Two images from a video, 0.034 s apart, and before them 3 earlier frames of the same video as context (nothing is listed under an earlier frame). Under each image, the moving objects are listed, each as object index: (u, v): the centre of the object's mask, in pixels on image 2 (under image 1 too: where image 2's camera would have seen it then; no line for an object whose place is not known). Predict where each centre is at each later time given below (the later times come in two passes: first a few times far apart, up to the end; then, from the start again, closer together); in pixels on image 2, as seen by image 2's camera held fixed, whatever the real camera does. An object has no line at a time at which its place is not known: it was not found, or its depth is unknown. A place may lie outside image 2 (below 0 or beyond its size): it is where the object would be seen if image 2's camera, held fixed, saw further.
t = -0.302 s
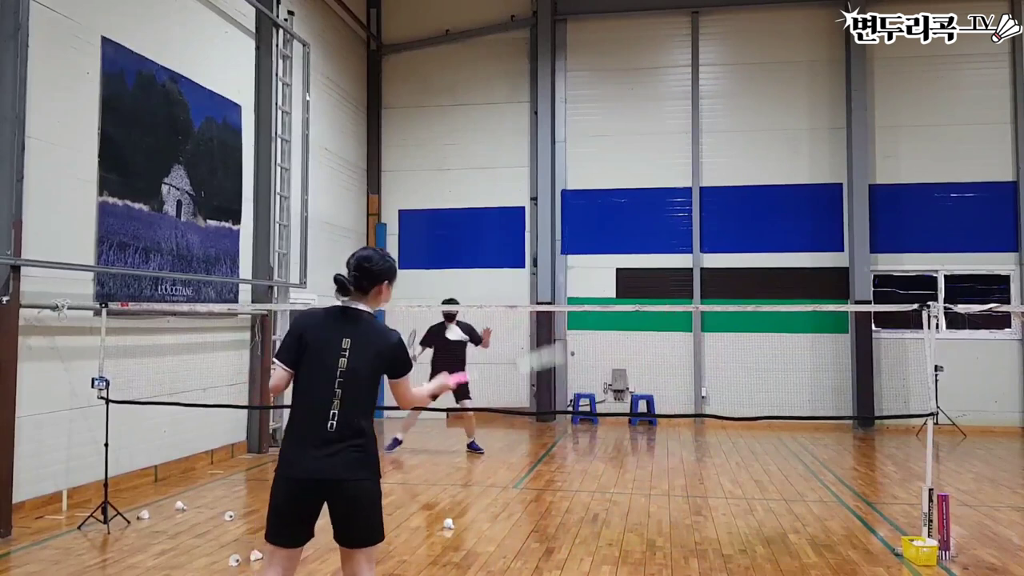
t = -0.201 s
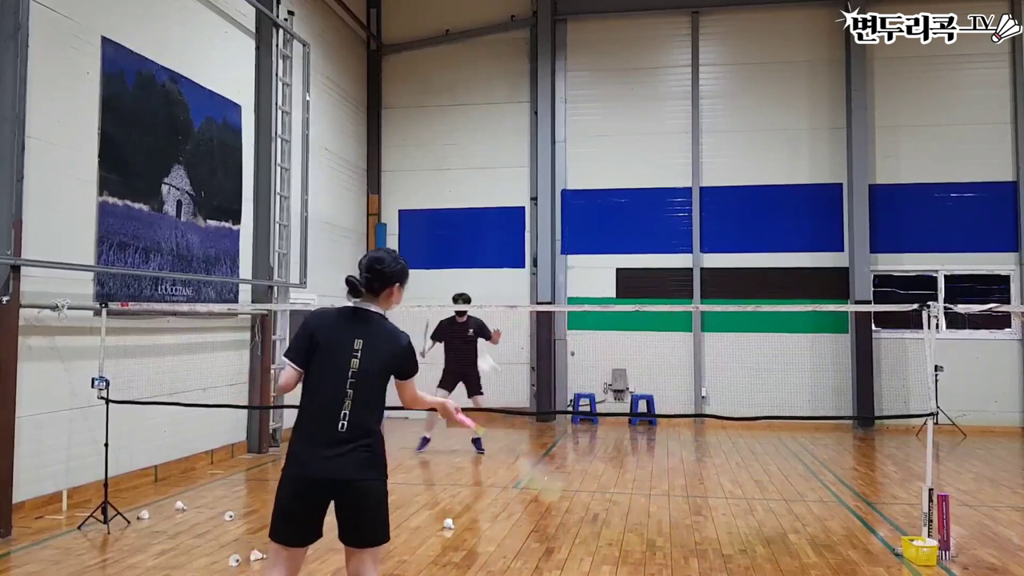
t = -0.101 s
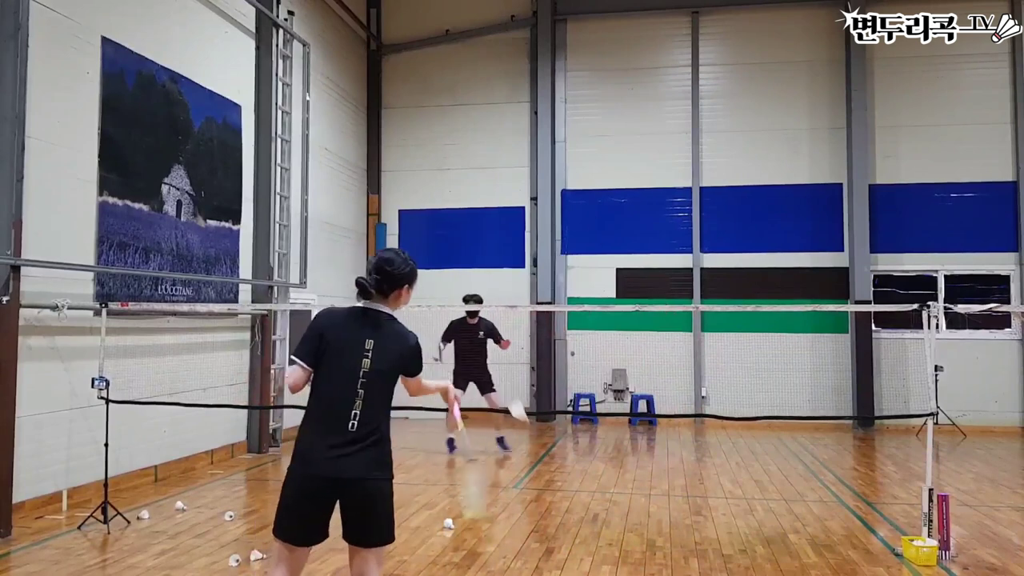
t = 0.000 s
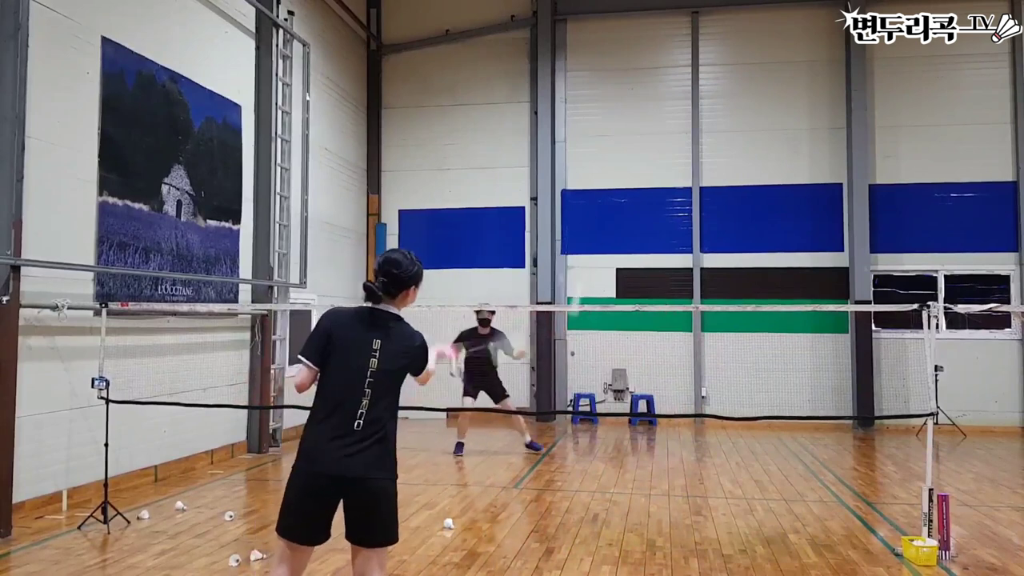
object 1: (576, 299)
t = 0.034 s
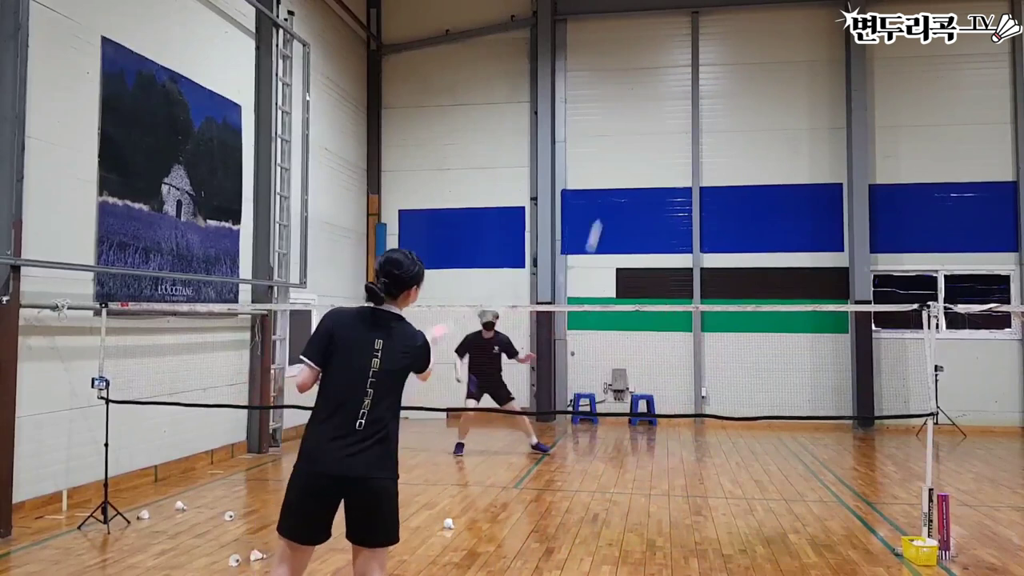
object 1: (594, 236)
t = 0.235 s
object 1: (646, 71)
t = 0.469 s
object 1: (673, 32)
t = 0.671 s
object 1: (690, 47)
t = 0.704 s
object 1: (692, 53)
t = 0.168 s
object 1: (631, 104)
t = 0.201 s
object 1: (639, 86)
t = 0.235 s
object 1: (646, 71)
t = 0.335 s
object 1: (661, 43)
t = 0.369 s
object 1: (664, 38)
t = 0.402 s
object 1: (668, 35)
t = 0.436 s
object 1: (671, 33)
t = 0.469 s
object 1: (673, 32)
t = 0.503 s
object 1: (676, 32)
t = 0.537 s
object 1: (679, 32)
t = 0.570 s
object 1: (681, 35)
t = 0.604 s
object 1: (684, 38)
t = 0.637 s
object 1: (687, 43)
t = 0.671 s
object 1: (690, 47)
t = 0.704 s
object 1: (692, 53)
